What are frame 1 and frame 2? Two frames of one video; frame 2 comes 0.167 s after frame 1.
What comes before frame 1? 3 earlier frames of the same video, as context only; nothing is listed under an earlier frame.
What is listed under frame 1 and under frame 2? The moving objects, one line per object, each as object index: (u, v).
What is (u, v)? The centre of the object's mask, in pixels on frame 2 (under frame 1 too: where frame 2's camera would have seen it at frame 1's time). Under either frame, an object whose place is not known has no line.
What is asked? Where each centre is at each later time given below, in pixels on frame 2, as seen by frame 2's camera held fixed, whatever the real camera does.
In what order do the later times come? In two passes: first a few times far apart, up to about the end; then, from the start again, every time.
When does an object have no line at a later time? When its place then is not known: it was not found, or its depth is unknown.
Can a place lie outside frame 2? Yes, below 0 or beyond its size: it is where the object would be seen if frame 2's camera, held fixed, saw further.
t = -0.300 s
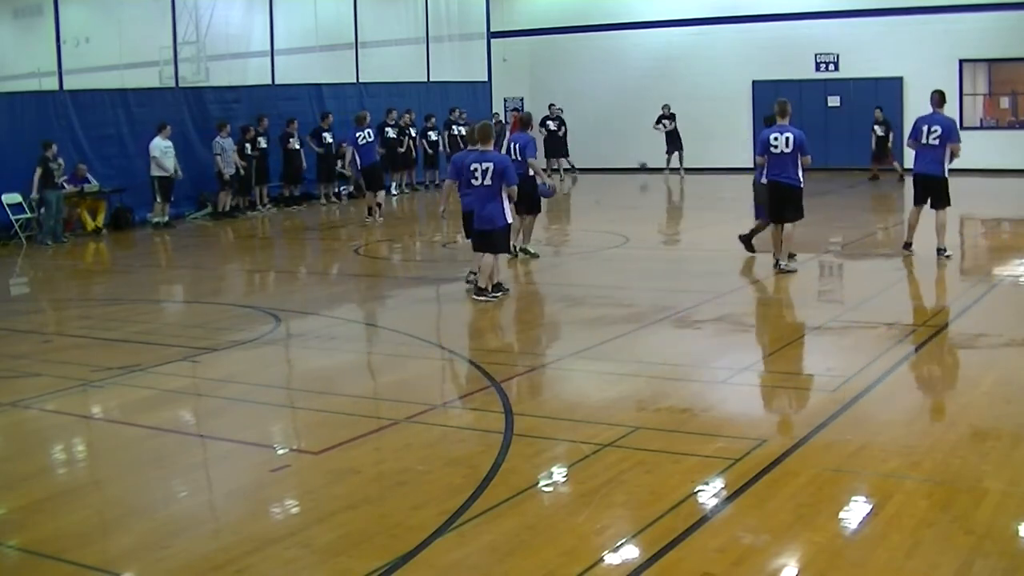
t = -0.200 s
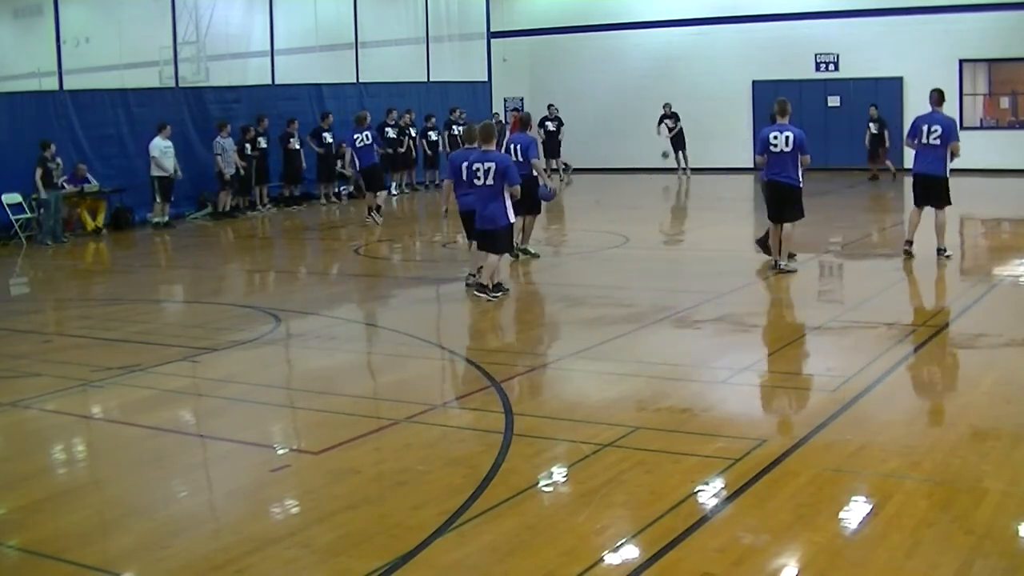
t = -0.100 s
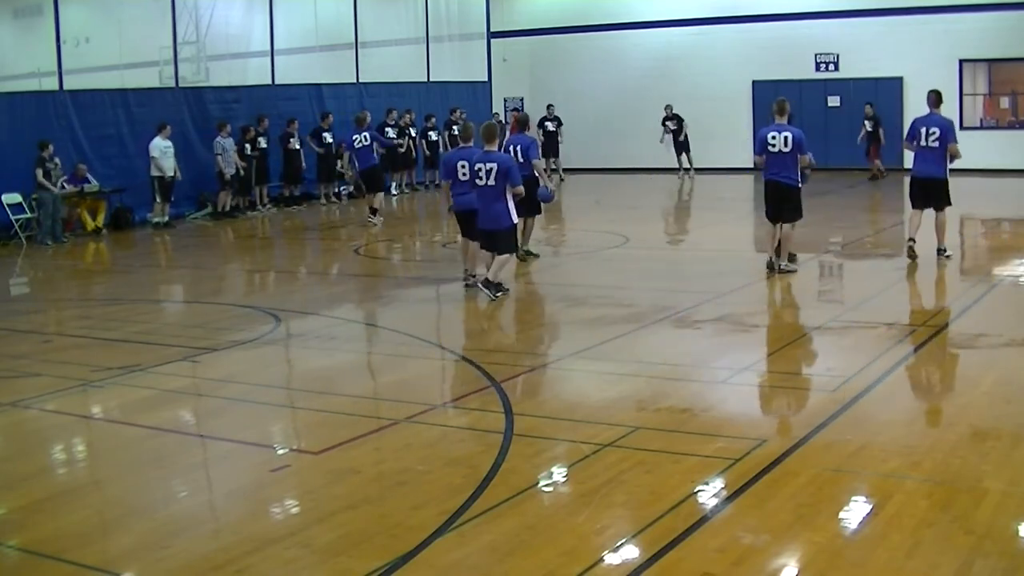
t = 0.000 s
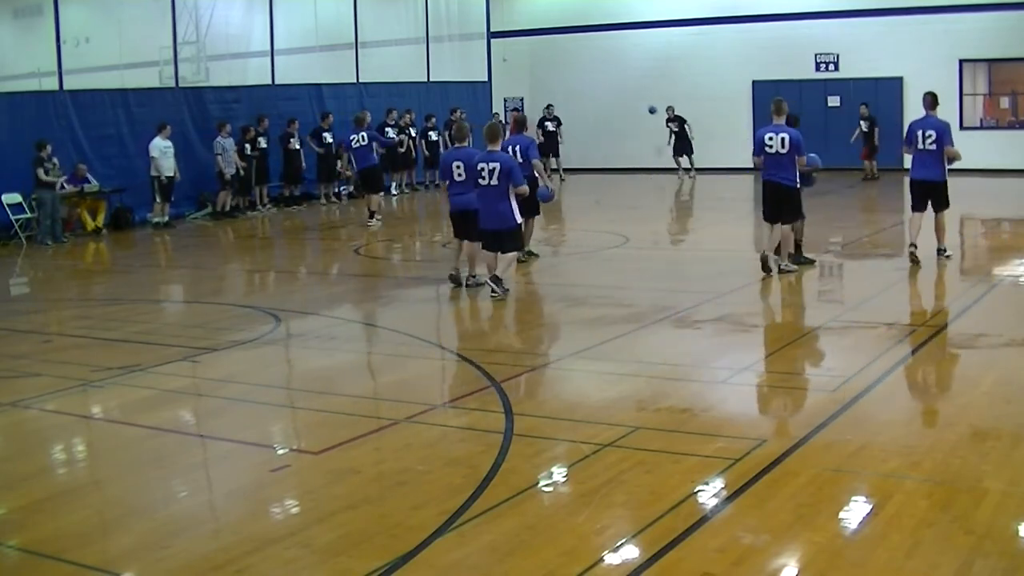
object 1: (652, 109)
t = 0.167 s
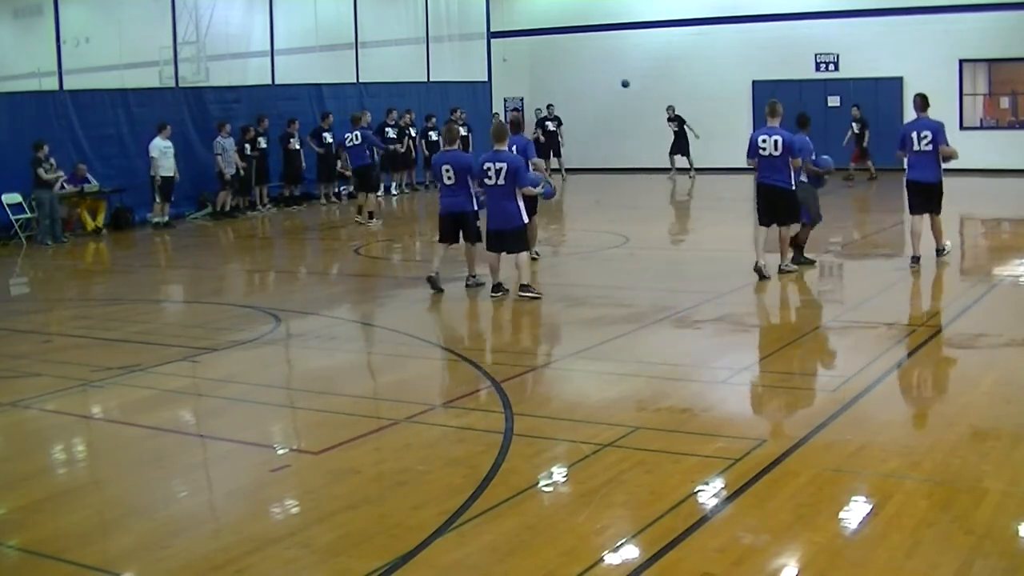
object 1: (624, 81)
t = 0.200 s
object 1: (619, 77)
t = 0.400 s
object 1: (586, 60)
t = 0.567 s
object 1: (557, 57)
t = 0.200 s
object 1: (619, 77)
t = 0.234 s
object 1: (613, 73)
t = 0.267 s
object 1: (608, 70)
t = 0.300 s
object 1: (603, 67)
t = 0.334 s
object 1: (597, 65)
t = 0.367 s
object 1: (592, 62)
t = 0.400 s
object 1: (586, 60)
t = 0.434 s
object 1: (580, 59)
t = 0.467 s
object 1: (575, 58)
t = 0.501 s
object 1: (569, 57)
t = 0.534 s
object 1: (563, 57)
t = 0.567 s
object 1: (557, 57)
